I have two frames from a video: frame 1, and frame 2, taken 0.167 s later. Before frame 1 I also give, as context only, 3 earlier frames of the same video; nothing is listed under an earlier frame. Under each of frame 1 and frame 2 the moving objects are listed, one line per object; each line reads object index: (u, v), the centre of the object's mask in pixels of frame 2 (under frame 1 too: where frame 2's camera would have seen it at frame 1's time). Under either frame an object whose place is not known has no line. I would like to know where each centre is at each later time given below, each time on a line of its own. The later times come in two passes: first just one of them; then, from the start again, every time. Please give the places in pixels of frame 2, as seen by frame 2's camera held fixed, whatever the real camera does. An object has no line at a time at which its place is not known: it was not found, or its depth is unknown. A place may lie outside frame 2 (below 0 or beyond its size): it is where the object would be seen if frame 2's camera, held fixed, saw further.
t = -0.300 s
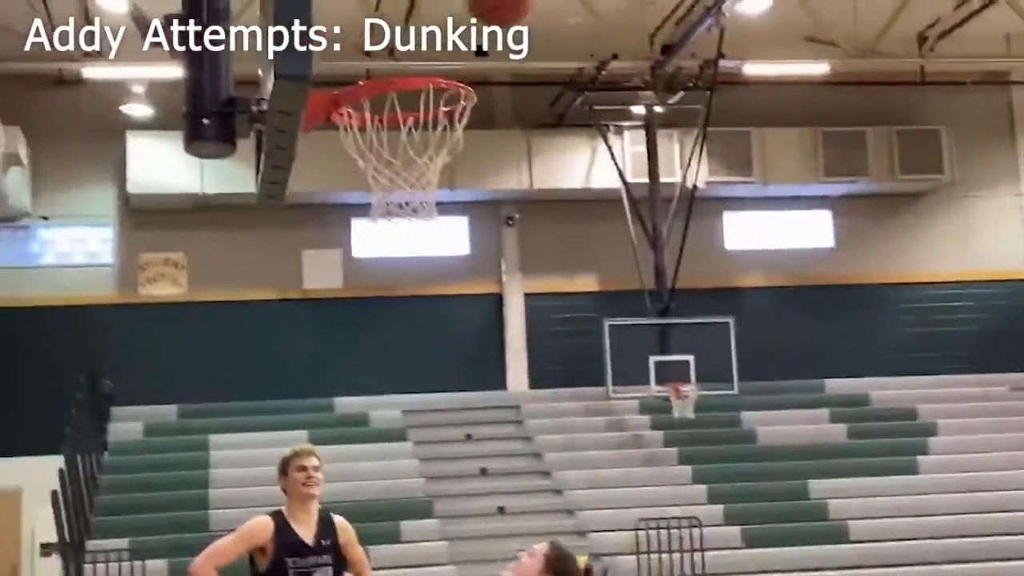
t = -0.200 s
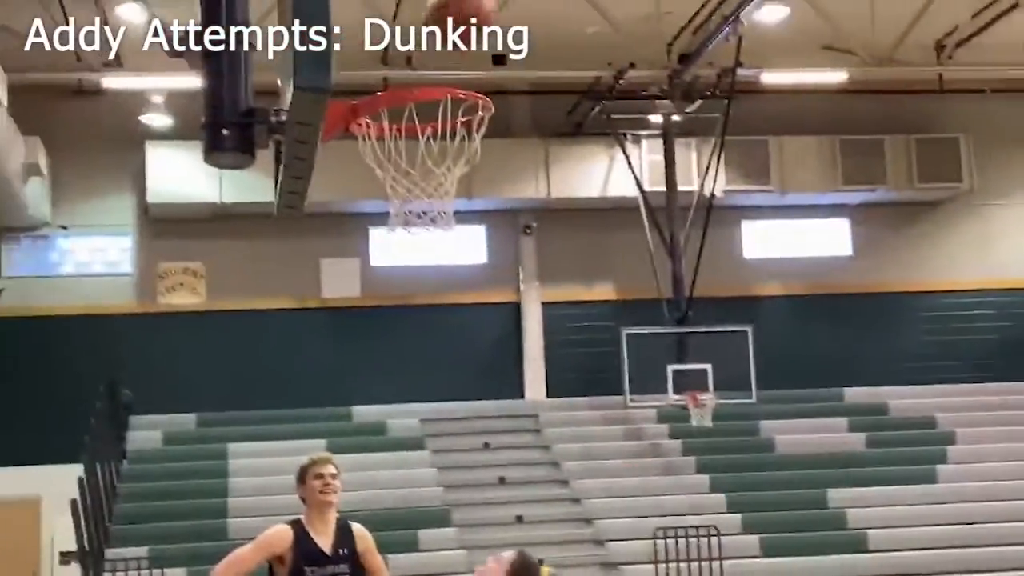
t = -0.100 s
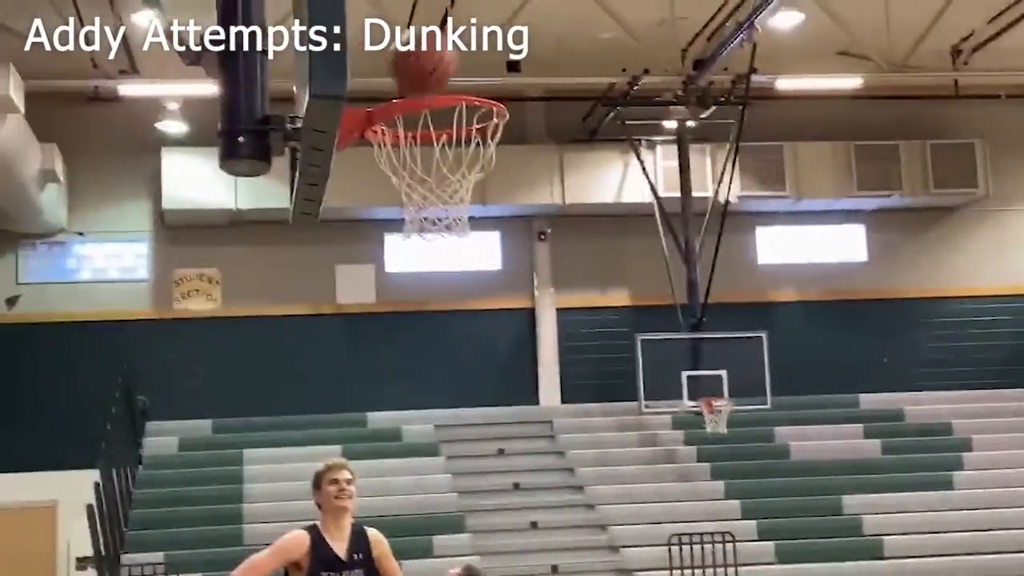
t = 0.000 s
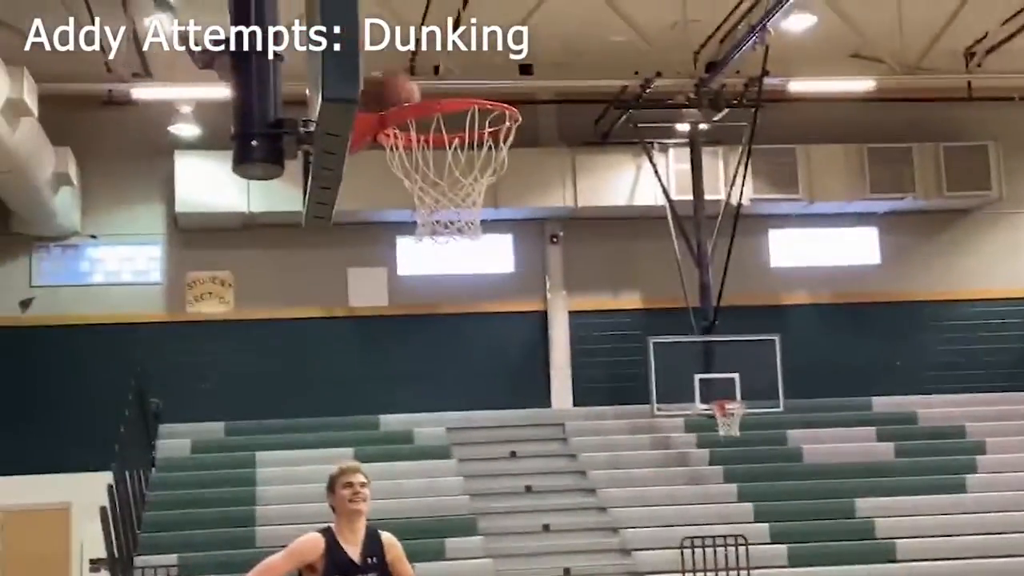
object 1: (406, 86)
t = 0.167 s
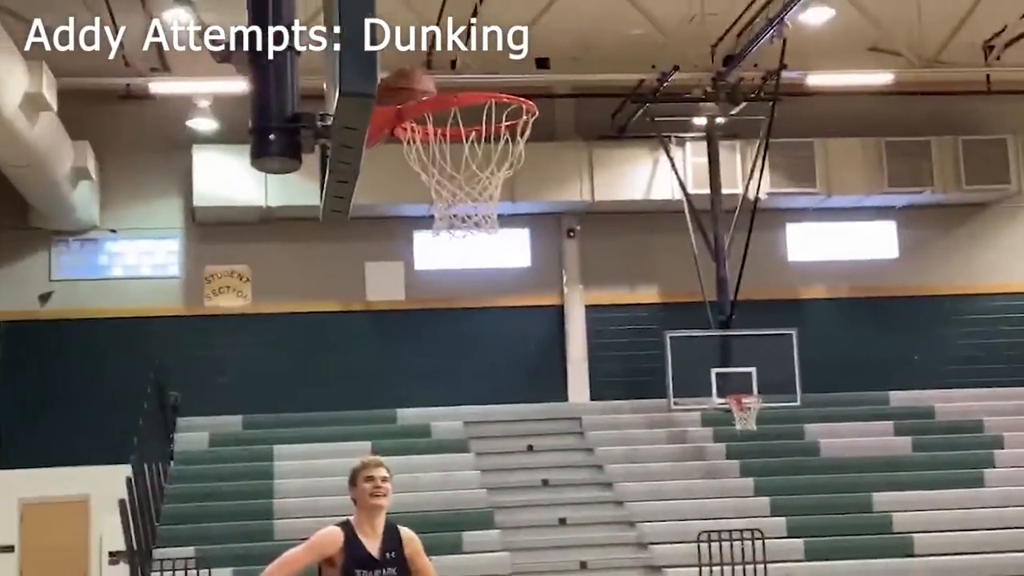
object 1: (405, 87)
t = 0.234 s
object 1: (443, 117)
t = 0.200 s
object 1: (412, 89)
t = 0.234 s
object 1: (443, 117)
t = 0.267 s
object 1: (449, 130)
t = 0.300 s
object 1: (441, 143)
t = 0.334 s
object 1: (455, 158)
